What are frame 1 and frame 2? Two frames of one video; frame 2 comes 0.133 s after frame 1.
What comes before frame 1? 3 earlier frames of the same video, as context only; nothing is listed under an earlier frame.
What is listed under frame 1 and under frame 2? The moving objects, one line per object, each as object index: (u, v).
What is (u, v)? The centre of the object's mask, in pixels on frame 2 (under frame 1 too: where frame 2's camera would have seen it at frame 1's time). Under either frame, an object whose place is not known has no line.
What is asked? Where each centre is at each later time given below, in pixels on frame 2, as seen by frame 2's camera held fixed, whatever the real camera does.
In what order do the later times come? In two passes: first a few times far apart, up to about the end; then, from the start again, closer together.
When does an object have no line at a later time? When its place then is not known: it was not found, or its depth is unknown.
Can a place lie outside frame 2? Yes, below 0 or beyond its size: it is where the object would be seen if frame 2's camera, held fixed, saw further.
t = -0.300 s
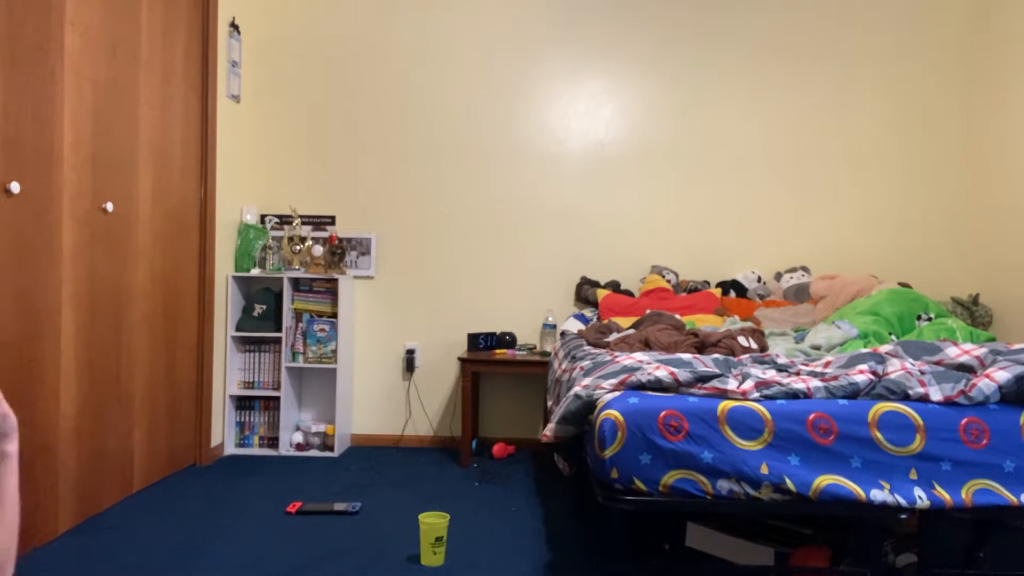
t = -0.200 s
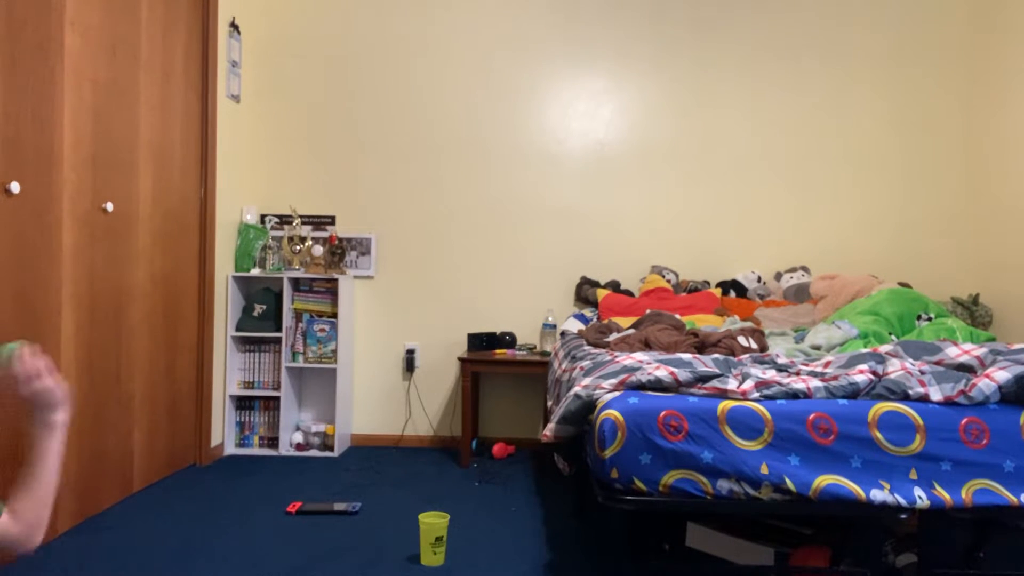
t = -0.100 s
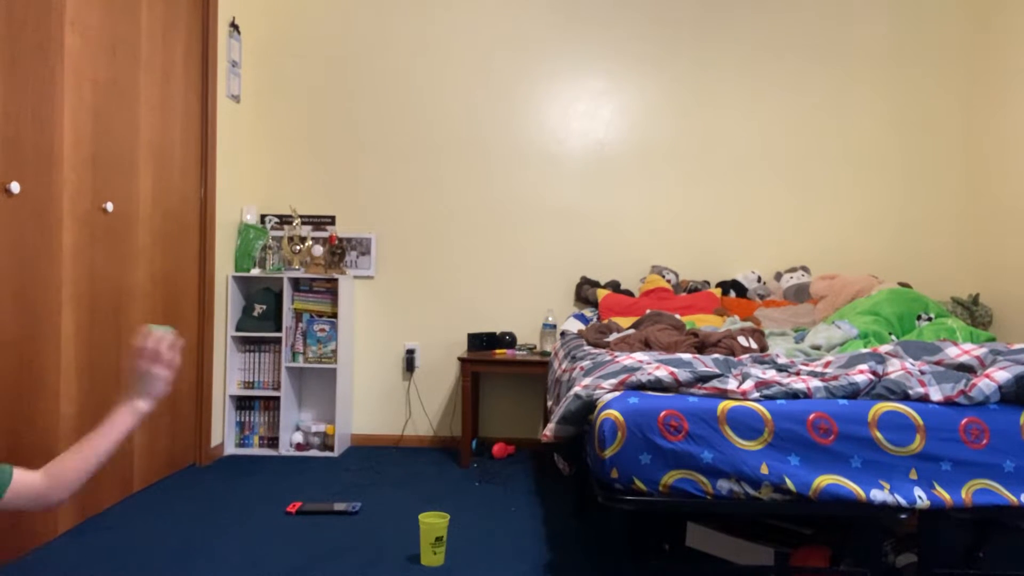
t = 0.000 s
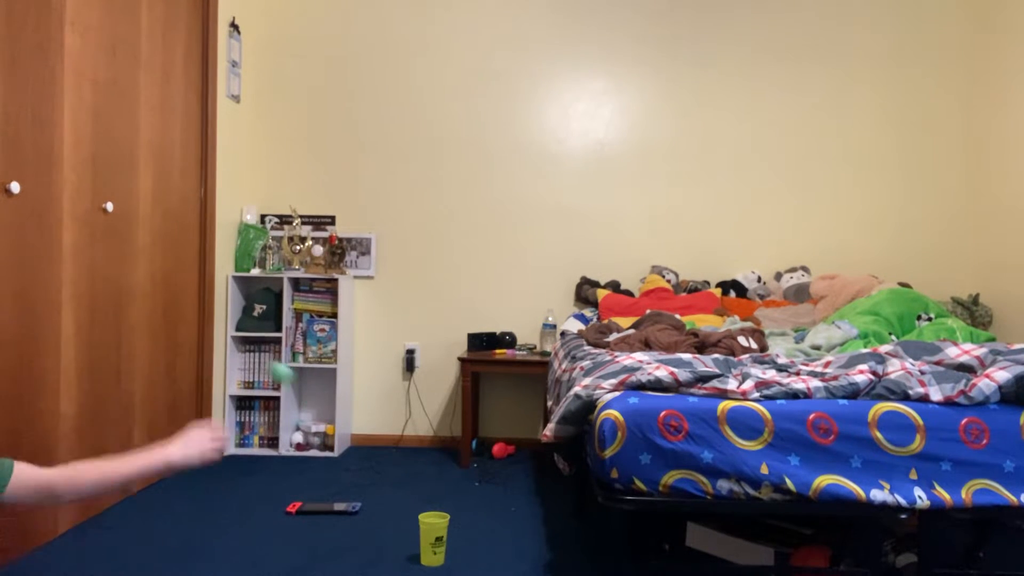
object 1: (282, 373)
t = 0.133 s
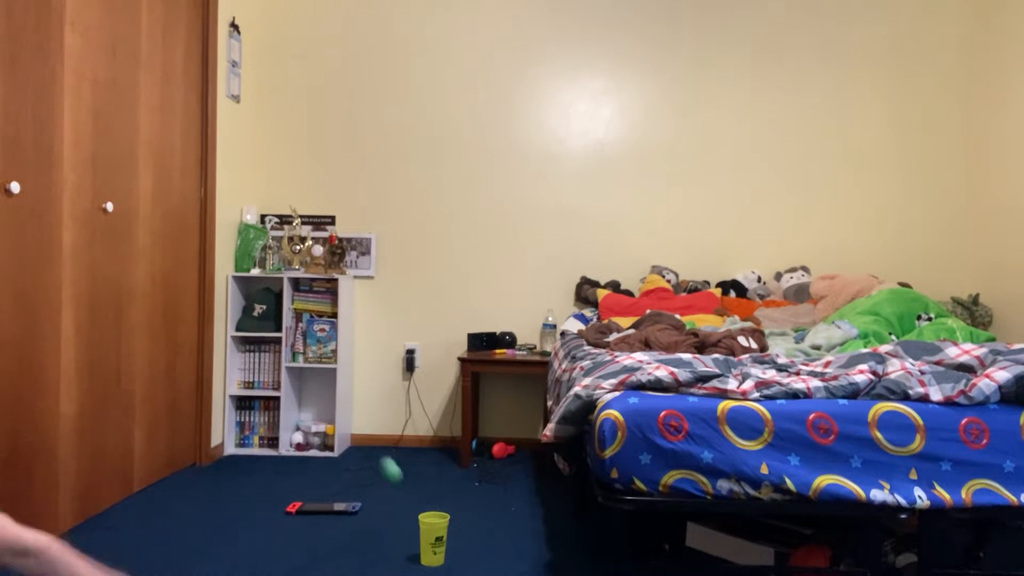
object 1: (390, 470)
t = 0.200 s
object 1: (434, 534)
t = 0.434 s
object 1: (524, 520)
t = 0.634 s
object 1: (601, 561)
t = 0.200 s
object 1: (434, 534)
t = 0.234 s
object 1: (451, 560)
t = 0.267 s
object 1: (463, 542)
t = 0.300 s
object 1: (475, 530)
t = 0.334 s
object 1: (487, 521)
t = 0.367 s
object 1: (500, 517)
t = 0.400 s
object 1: (512, 516)
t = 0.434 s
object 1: (524, 520)
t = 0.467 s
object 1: (536, 528)
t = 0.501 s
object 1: (547, 539)
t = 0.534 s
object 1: (560, 557)
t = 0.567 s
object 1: (572, 570)
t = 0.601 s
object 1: (586, 566)
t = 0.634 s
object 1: (601, 561)
